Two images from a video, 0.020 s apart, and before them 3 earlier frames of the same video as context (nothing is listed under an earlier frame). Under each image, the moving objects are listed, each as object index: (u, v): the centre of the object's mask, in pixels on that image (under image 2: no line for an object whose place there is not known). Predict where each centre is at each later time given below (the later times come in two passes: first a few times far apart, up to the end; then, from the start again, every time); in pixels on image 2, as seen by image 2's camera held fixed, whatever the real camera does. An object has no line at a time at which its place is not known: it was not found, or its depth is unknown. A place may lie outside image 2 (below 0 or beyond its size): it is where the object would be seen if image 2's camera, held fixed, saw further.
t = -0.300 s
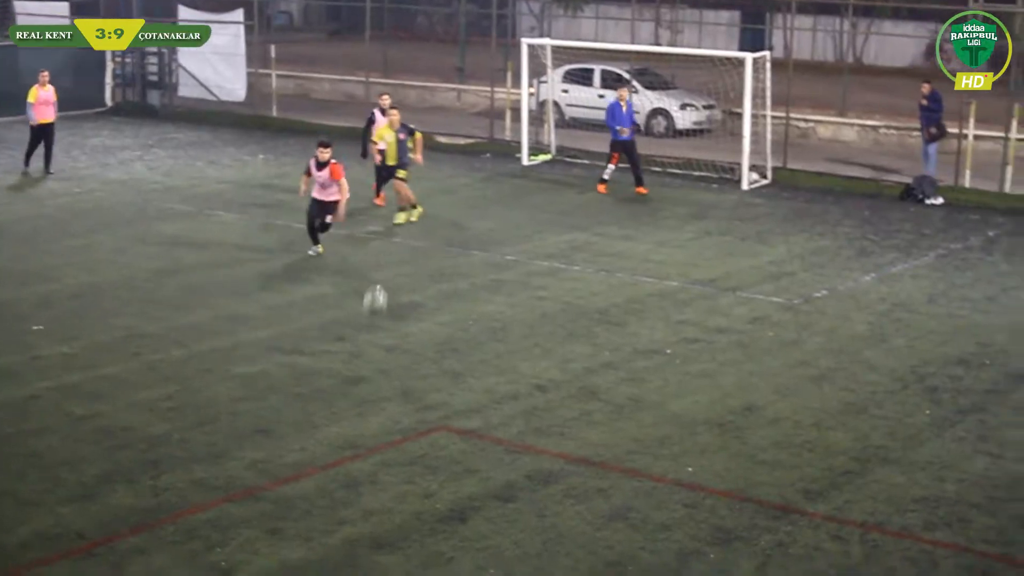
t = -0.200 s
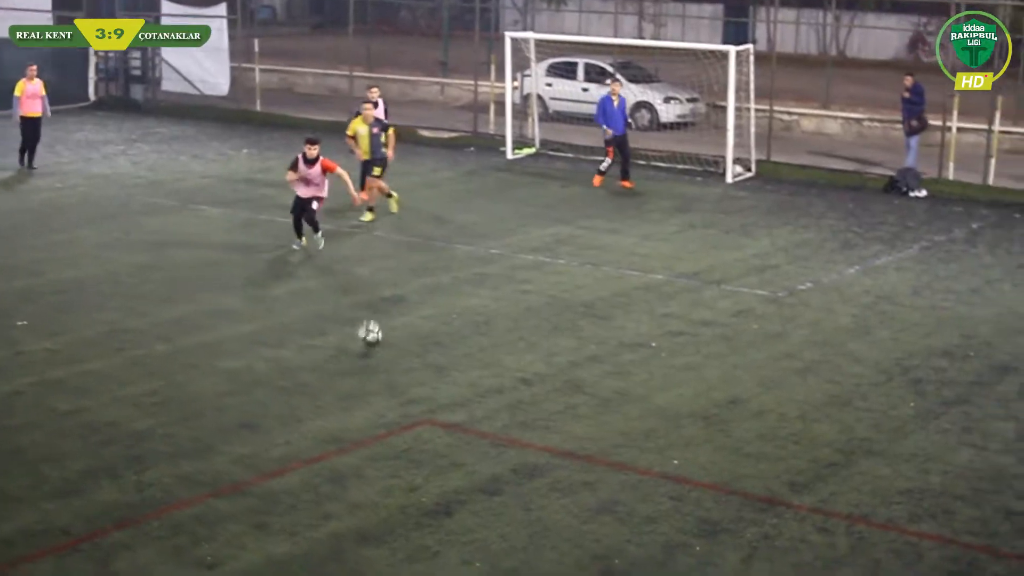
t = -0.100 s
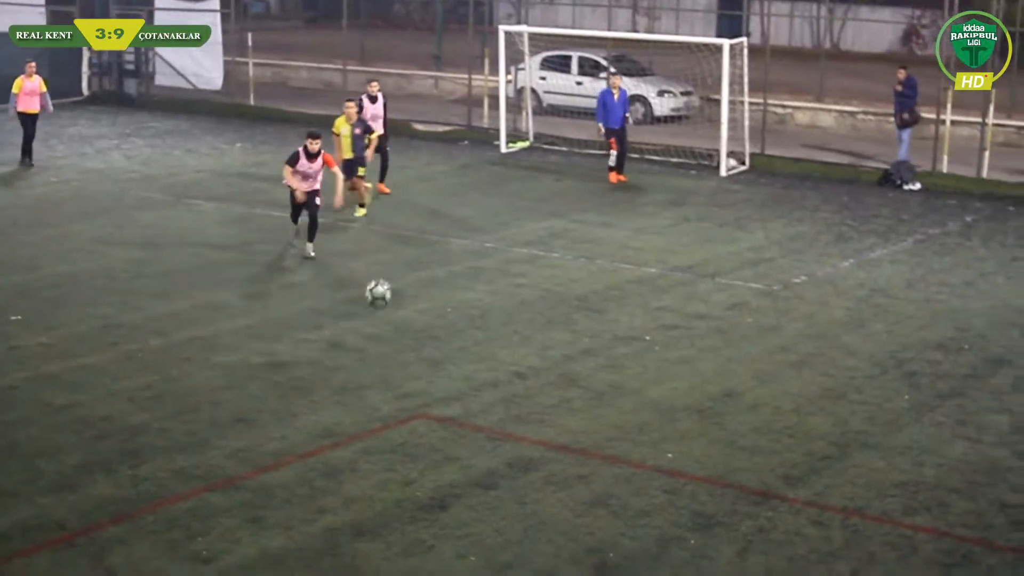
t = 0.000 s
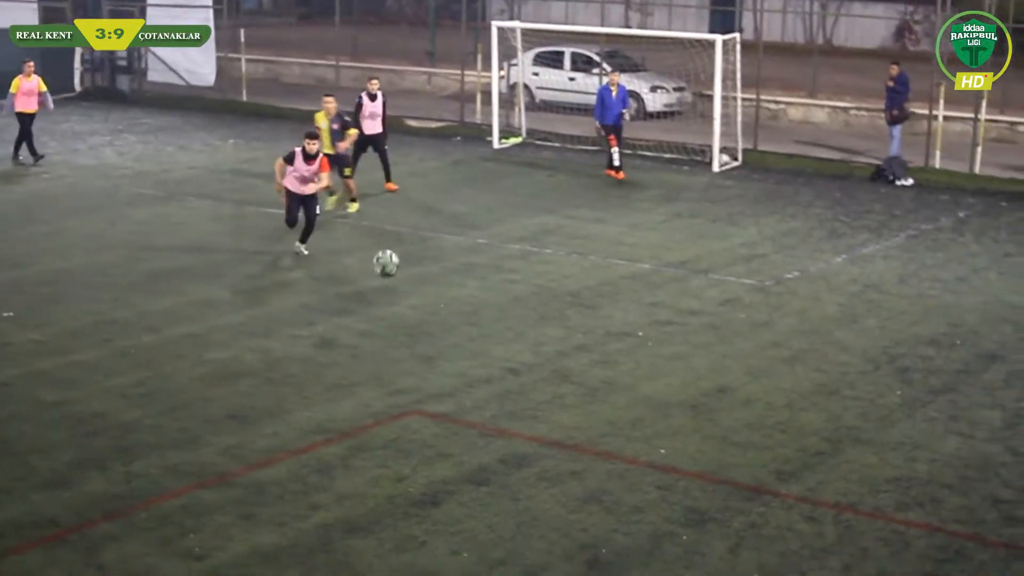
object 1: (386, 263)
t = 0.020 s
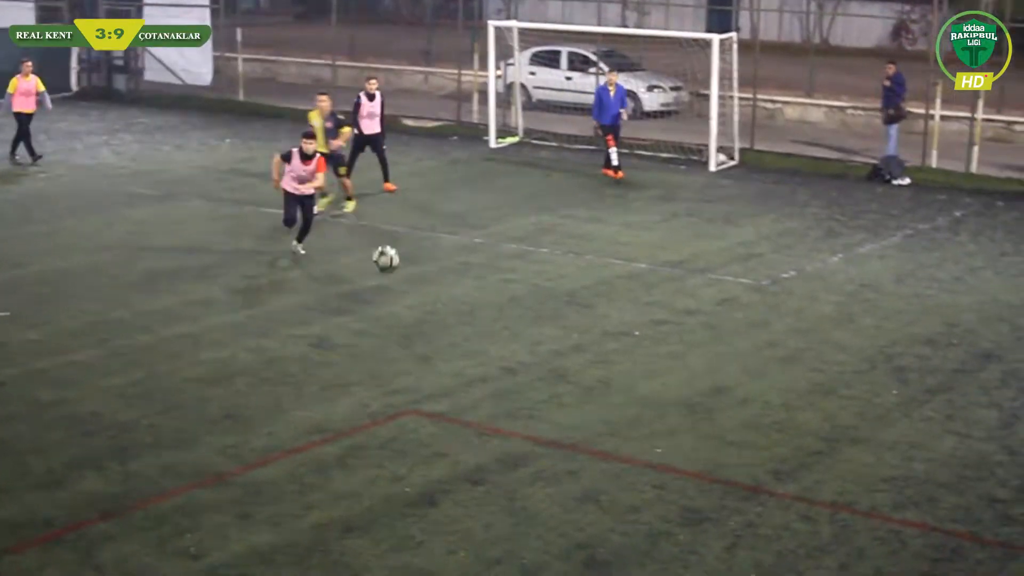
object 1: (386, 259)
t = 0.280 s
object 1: (431, 250)
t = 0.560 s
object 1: (485, 340)
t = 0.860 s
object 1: (546, 454)
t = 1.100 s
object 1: (597, 442)
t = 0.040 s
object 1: (389, 256)
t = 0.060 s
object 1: (393, 253)
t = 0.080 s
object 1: (396, 251)
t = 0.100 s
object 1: (399, 249)
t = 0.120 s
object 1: (402, 247)
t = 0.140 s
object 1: (406, 246)
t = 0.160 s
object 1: (409, 245)
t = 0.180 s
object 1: (412, 245)
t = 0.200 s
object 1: (416, 245)
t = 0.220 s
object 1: (420, 245)
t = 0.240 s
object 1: (423, 247)
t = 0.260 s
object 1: (427, 248)
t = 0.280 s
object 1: (431, 250)
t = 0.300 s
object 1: (434, 253)
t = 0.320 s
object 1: (437, 257)
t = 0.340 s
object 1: (442, 260)
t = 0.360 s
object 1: (445, 265)
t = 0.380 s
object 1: (449, 270)
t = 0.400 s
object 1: (453, 275)
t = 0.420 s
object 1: (456, 282)
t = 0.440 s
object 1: (461, 288)
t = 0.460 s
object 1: (465, 295)
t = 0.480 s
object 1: (468, 304)
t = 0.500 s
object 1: (472, 312)
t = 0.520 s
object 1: (477, 321)
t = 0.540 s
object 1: (481, 330)
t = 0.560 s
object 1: (485, 340)
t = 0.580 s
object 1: (488, 350)
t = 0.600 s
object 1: (492, 361)
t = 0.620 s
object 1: (496, 374)
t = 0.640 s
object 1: (500, 384)
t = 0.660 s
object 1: (505, 399)
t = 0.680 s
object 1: (509, 414)
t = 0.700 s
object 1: (513, 427)
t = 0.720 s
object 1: (518, 444)
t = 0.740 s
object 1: (521, 460)
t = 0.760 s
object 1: (525, 476)
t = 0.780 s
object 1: (529, 477)
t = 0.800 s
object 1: (534, 469)
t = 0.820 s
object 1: (537, 463)
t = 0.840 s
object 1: (541, 459)
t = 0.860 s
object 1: (546, 454)
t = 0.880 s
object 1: (550, 450)
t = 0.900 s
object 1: (554, 447)
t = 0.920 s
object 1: (558, 444)
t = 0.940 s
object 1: (562, 441)
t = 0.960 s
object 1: (566, 440)
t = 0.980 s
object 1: (570, 438)
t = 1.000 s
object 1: (575, 436)
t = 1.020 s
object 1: (579, 436)
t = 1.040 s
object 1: (583, 437)
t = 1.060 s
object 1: (588, 437)
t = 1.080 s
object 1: (593, 440)
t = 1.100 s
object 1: (597, 442)
